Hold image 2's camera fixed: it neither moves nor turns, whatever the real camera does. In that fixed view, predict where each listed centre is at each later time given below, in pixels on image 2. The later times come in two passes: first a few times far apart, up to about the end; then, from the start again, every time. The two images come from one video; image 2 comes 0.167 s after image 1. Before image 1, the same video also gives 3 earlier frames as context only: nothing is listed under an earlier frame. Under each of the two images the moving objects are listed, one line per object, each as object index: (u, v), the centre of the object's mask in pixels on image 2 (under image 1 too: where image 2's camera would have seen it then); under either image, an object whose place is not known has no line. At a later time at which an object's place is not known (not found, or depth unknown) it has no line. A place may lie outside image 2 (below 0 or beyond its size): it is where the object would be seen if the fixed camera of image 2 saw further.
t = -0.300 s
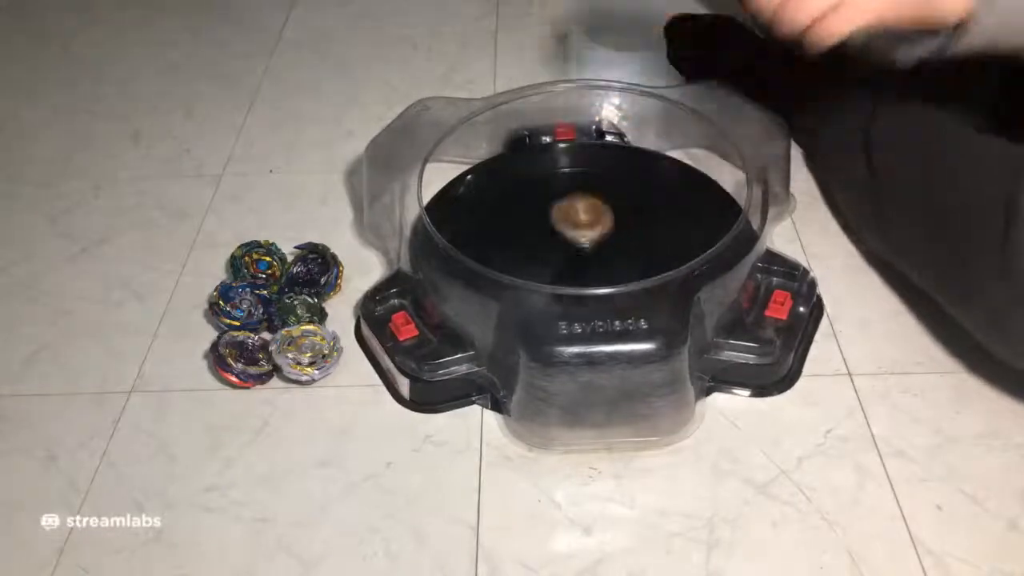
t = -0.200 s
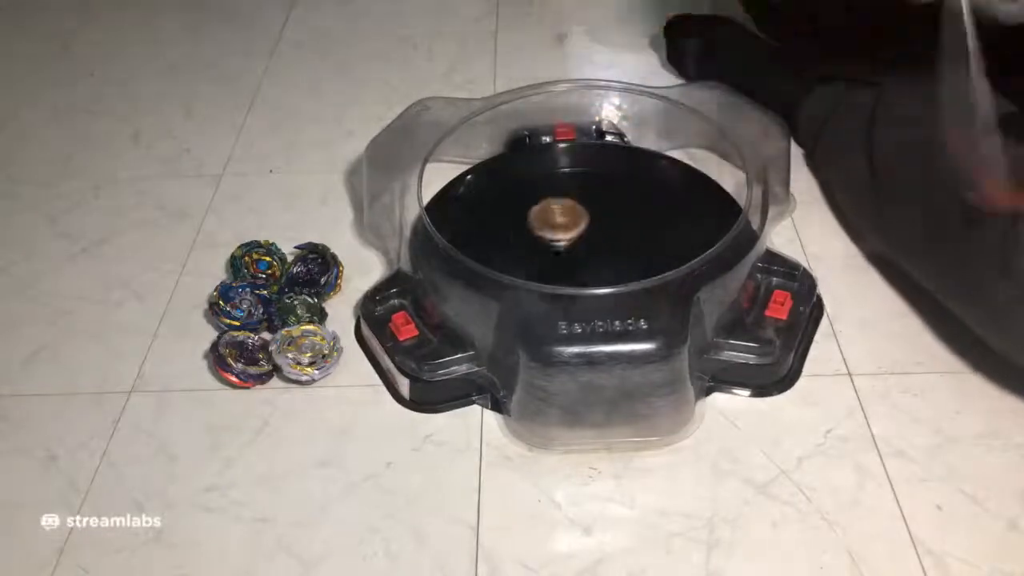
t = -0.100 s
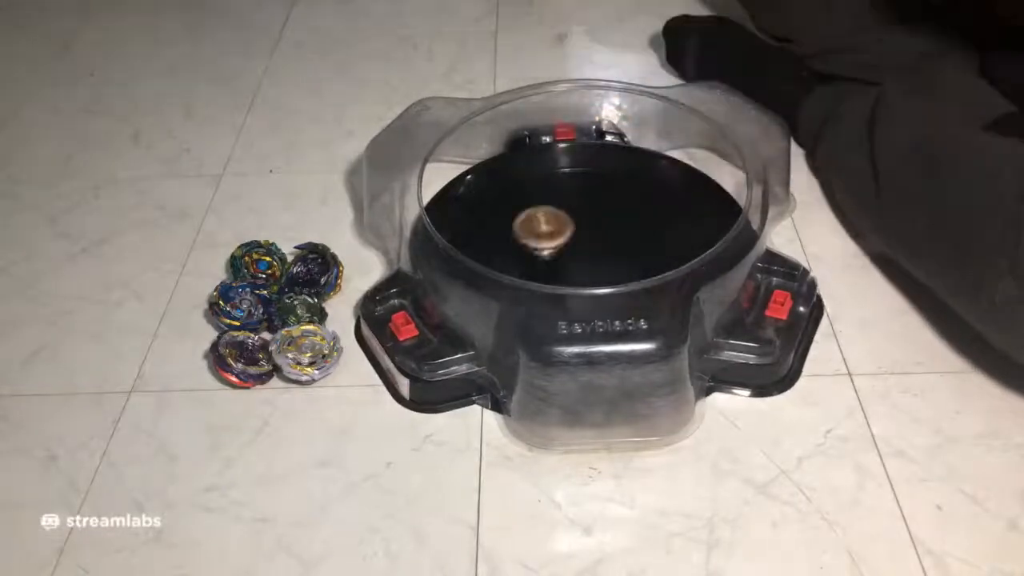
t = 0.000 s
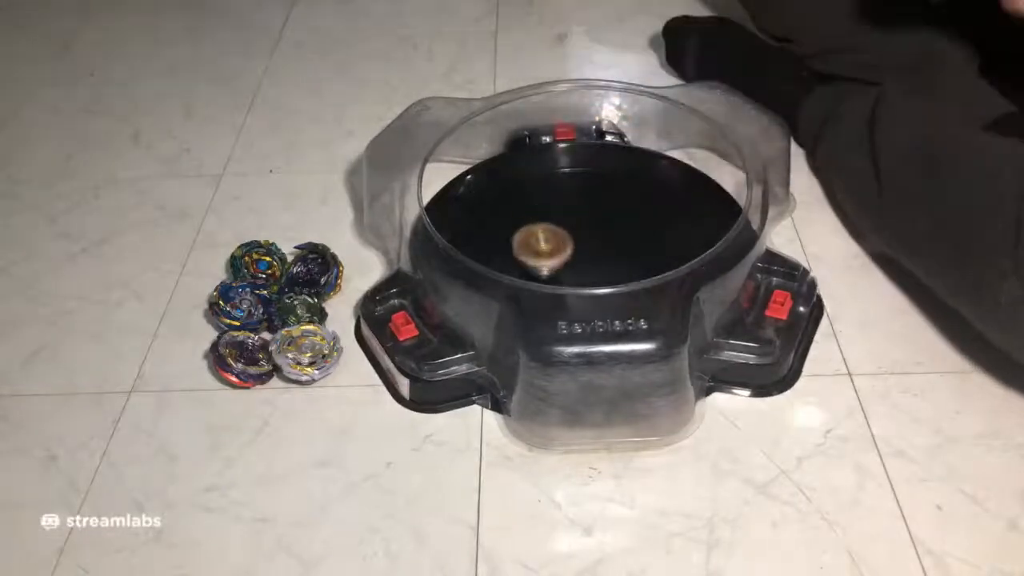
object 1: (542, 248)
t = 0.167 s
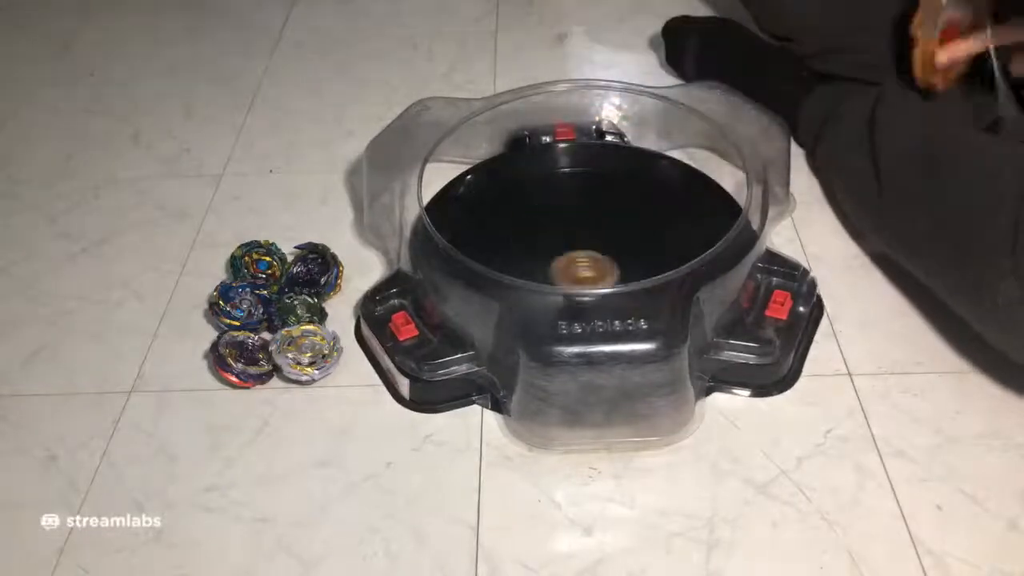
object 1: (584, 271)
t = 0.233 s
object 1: (608, 269)
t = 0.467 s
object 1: (643, 218)
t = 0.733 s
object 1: (542, 195)
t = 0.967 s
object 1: (514, 257)
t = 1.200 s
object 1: (618, 285)
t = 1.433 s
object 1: (665, 204)
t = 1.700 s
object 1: (517, 160)
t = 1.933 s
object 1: (478, 285)
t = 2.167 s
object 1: (707, 261)
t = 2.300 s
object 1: (666, 169)
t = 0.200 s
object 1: (597, 271)
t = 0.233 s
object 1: (608, 269)
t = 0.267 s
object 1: (621, 267)
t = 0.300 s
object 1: (631, 263)
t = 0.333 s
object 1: (640, 256)
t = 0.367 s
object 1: (646, 248)
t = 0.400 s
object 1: (648, 239)
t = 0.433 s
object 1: (647, 228)
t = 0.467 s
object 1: (643, 218)
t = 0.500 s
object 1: (636, 209)
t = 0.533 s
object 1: (626, 201)
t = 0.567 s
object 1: (614, 195)
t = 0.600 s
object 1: (599, 191)
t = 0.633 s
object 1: (585, 188)
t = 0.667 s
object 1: (570, 189)
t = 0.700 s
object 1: (557, 191)
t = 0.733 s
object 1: (542, 195)
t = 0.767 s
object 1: (530, 200)
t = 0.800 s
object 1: (519, 208)
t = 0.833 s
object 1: (512, 217)
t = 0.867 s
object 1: (508, 227)
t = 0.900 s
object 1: (506, 237)
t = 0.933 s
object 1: (508, 248)
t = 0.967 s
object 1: (514, 257)
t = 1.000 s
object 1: (522, 269)
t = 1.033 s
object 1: (532, 277)
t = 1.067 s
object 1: (546, 282)
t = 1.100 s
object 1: (563, 288)
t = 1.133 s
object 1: (583, 290)
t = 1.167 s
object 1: (600, 289)
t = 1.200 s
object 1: (618, 285)
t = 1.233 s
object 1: (635, 279)
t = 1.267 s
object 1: (648, 270)
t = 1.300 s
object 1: (657, 258)
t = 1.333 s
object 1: (666, 247)
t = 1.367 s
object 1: (671, 235)
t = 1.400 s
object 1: (670, 218)
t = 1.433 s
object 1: (665, 204)
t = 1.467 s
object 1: (656, 189)
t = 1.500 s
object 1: (642, 177)
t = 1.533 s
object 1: (625, 167)
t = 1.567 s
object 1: (606, 161)
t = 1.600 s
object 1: (583, 156)
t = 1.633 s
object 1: (560, 152)
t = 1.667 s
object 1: (534, 153)
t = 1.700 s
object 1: (517, 160)
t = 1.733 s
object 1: (495, 171)
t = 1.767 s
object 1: (477, 184)
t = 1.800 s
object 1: (464, 201)
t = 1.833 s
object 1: (456, 217)
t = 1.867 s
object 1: (455, 239)
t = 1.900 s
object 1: (460, 262)
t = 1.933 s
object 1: (478, 285)
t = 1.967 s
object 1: (510, 303)
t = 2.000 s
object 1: (541, 314)
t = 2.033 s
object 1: (583, 320)
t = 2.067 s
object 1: (631, 314)
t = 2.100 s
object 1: (655, 307)
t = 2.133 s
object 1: (690, 280)
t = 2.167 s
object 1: (707, 261)
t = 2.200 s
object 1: (711, 233)
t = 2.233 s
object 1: (704, 208)
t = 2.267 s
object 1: (689, 186)
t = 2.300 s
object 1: (666, 169)
